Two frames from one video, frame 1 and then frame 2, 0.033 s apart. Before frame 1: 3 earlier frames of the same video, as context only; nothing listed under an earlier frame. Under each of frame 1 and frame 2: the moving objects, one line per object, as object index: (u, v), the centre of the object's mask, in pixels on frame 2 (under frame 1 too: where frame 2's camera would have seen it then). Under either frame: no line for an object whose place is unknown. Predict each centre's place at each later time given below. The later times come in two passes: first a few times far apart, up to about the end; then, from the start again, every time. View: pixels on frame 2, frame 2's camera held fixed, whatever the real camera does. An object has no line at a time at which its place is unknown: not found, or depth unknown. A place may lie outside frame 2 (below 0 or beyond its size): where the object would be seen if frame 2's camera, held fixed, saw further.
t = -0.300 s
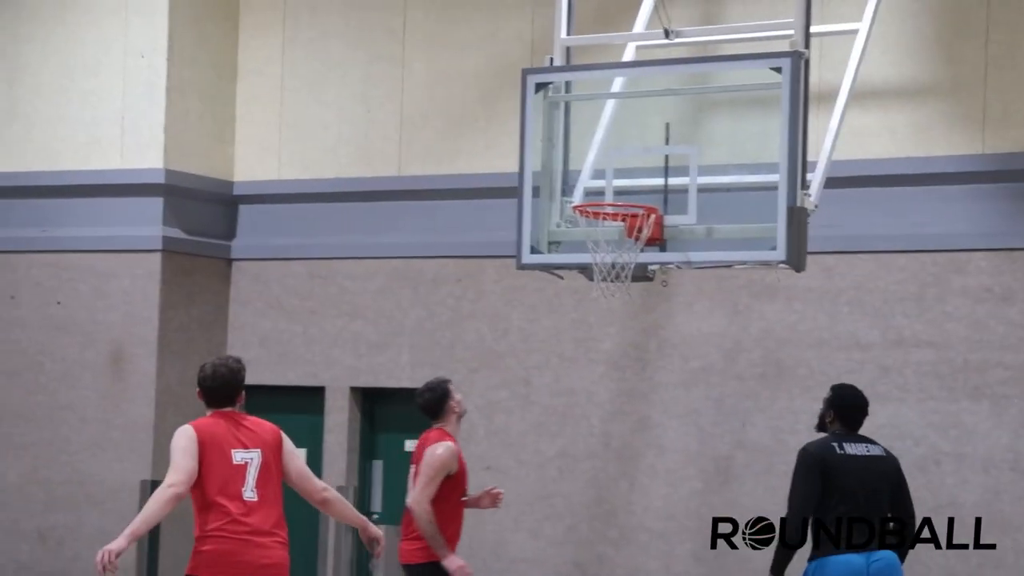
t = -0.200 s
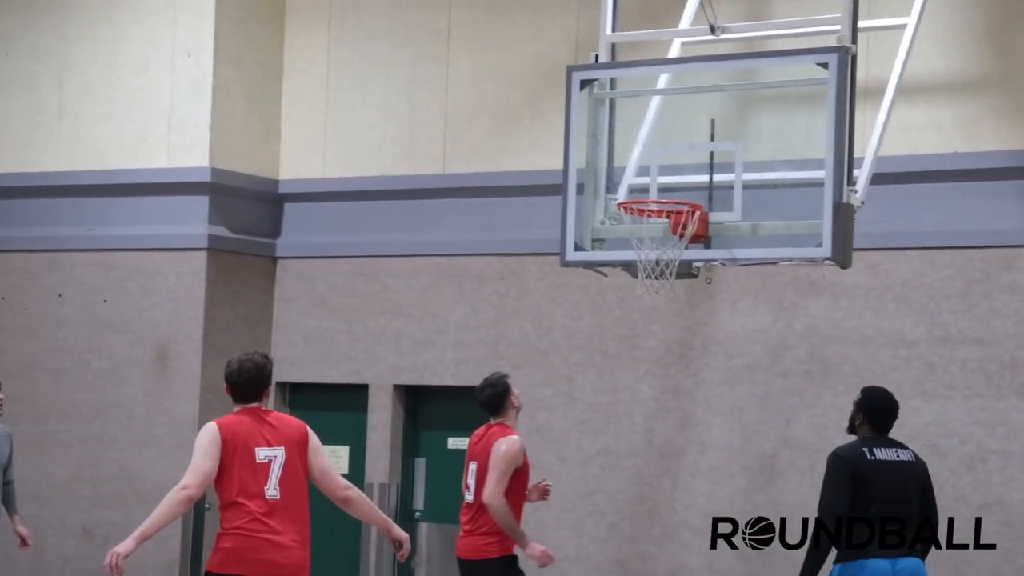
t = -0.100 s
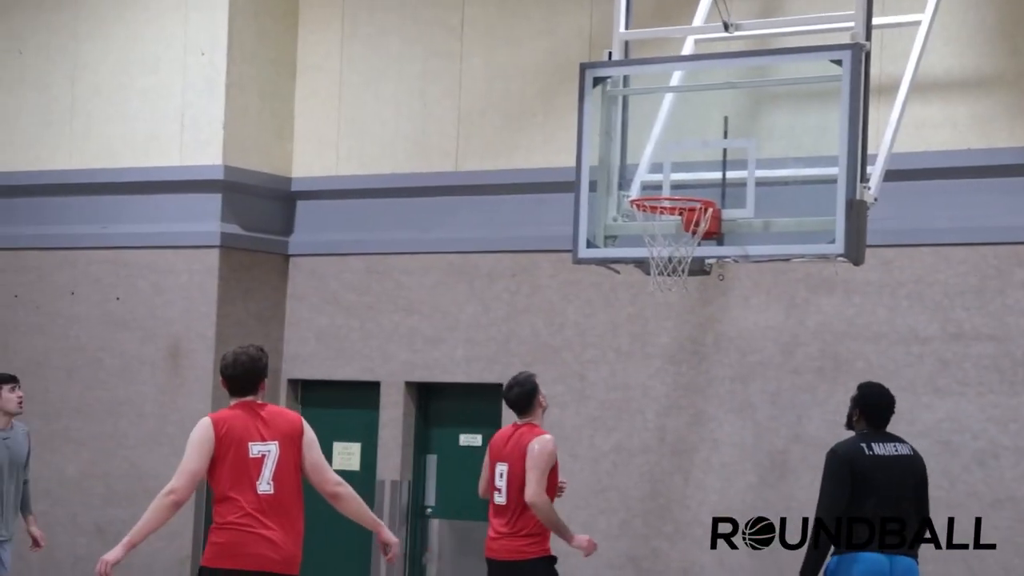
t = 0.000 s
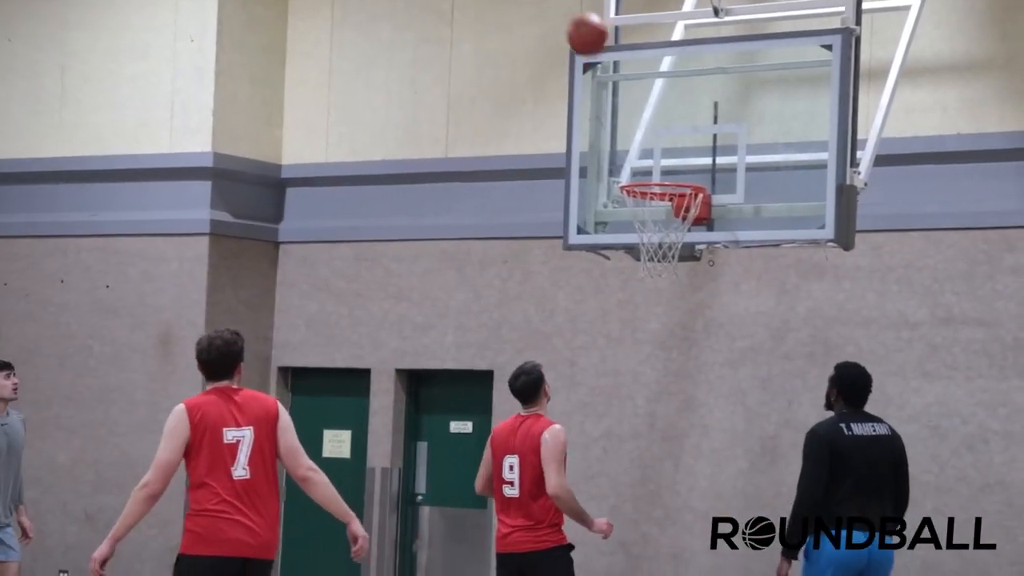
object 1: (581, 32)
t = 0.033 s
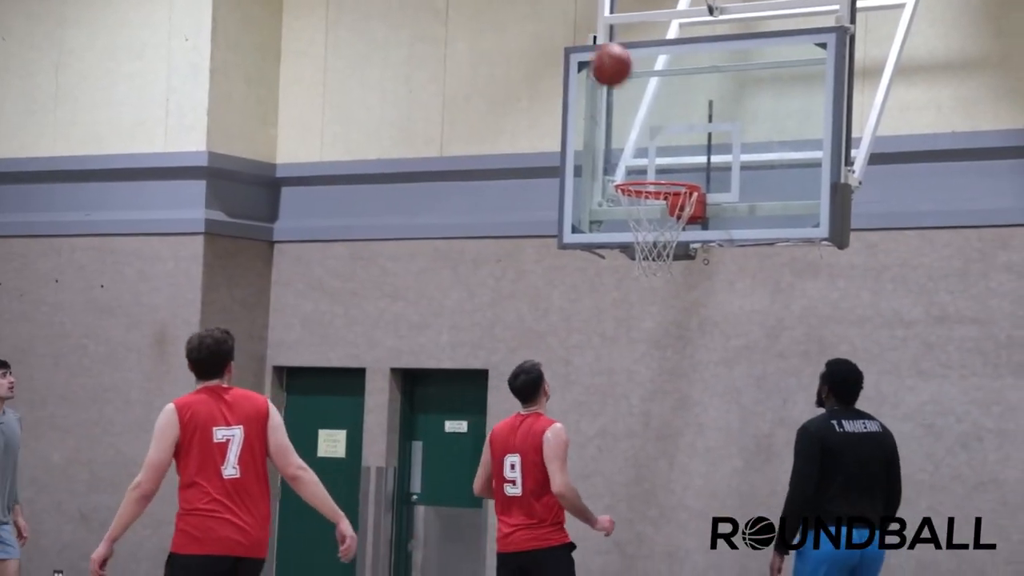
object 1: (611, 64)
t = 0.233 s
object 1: (660, 227)
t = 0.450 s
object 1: (616, 238)
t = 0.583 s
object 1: (590, 283)
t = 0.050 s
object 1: (625, 82)
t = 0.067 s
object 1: (639, 99)
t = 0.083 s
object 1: (654, 117)
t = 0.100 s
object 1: (668, 135)
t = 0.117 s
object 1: (670, 147)
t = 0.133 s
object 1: (669, 158)
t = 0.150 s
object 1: (668, 167)
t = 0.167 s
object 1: (666, 172)
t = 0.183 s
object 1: (664, 195)
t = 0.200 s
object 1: (664, 208)
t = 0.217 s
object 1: (662, 220)
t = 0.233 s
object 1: (660, 227)
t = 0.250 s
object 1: (657, 228)
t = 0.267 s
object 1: (653, 226)
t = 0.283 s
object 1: (648, 225)
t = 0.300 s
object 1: (646, 226)
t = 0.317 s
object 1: (643, 225)
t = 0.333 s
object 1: (640, 225)
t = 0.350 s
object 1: (636, 225)
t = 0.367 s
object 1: (633, 226)
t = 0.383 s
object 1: (630, 227)
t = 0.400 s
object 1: (626, 229)
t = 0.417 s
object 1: (623, 231)
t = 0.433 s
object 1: (620, 234)
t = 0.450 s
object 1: (616, 238)
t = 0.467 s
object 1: (613, 242)
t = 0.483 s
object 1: (610, 246)
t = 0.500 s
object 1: (606, 251)
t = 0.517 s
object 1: (603, 257)
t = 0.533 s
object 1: (600, 263)
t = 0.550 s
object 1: (596, 269)
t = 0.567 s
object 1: (593, 276)
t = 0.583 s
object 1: (590, 283)
